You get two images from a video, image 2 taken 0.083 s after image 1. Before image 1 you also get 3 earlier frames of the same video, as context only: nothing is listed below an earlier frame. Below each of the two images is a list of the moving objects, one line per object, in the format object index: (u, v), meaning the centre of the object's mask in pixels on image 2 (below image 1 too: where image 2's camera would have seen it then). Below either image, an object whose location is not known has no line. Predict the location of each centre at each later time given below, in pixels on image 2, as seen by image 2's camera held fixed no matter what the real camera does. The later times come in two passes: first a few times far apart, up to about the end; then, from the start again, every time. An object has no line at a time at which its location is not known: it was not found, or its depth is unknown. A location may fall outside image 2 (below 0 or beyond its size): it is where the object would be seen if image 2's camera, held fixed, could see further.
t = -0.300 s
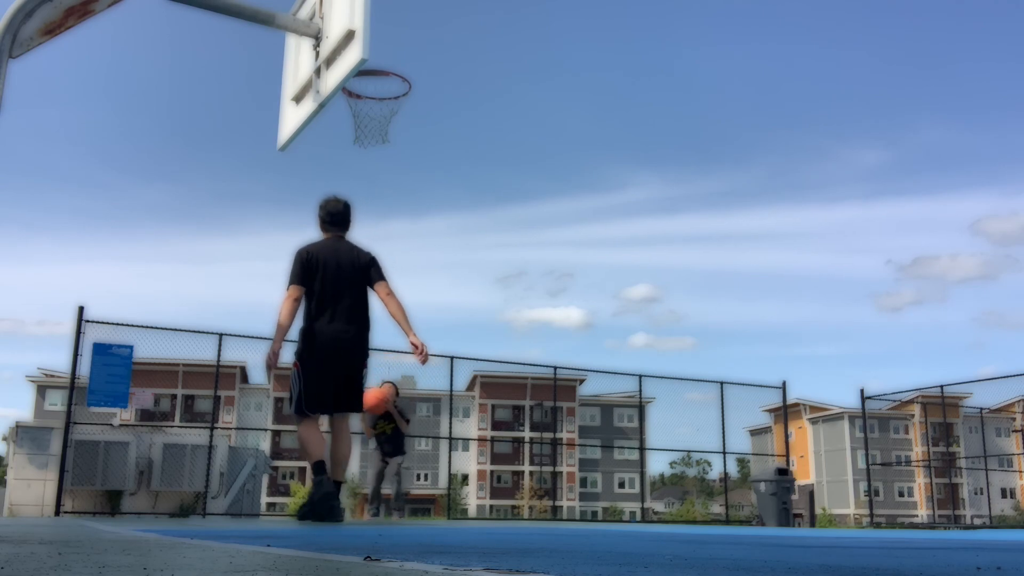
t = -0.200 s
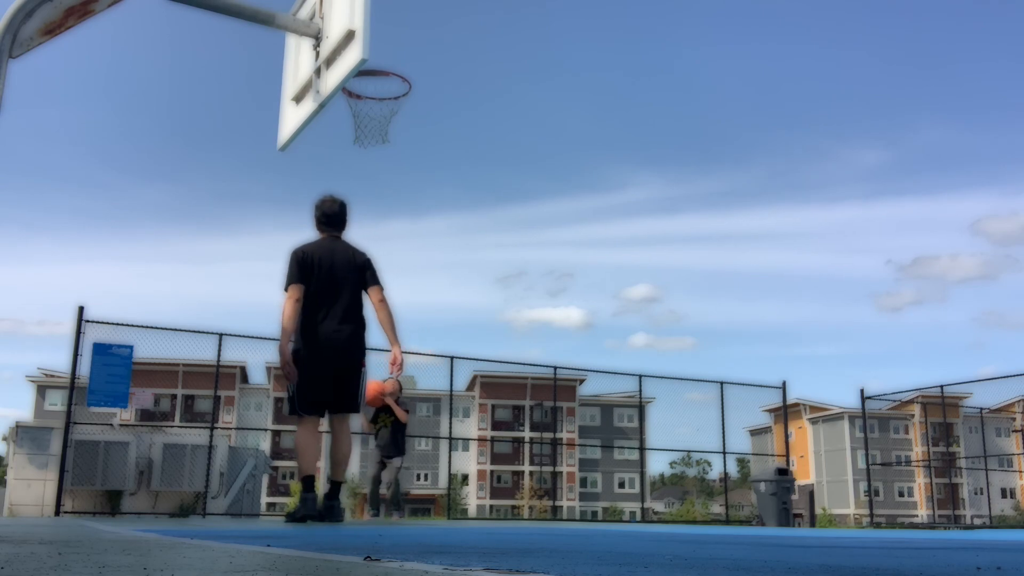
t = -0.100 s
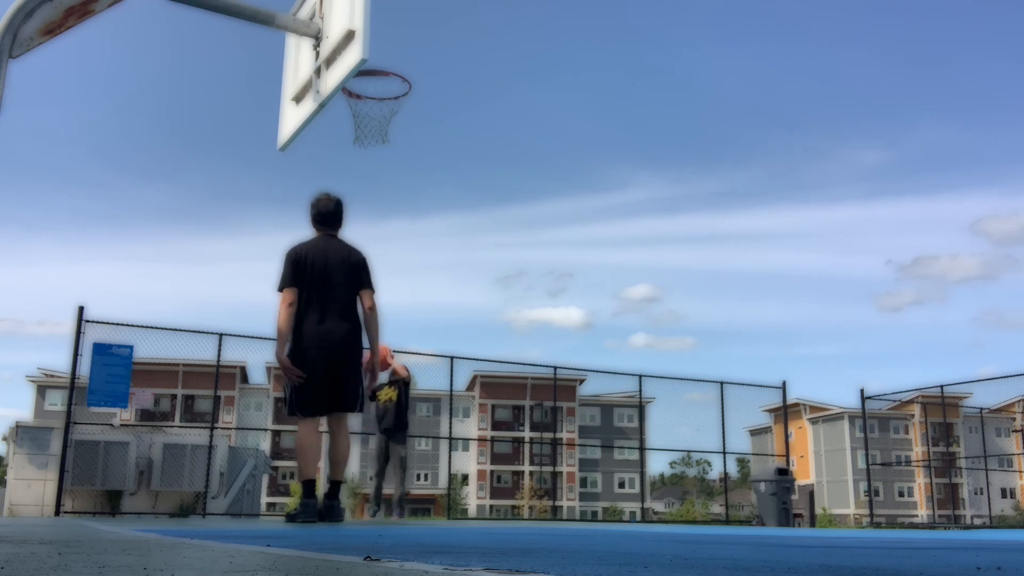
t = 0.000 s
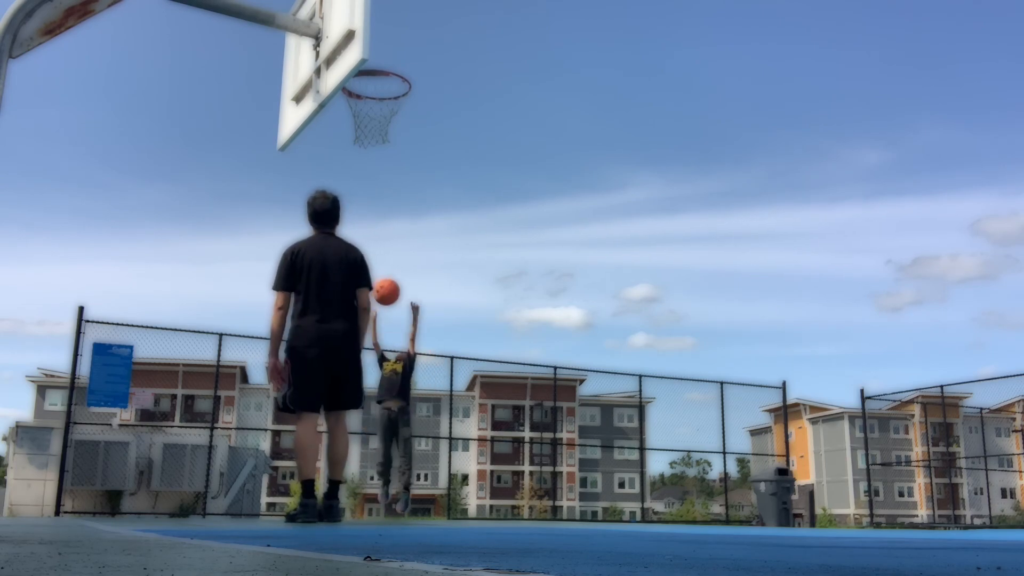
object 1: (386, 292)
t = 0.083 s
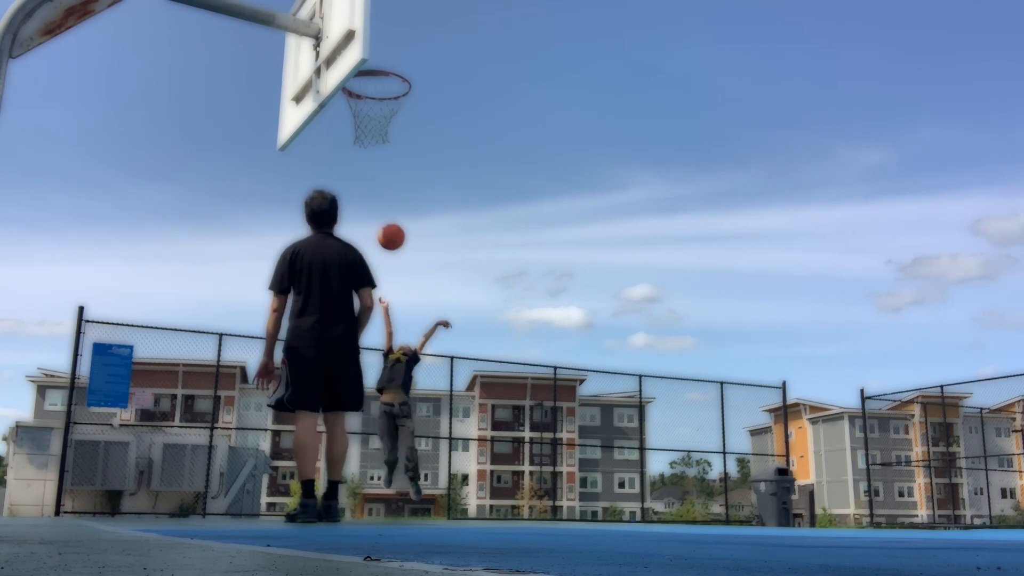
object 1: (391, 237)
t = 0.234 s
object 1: (399, 160)
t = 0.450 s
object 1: (408, 94)
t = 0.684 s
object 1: (416, 82)
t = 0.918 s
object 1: (420, 138)
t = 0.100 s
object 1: (392, 227)
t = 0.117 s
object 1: (393, 217)
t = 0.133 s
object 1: (394, 208)
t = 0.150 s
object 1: (395, 199)
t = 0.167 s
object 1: (396, 191)
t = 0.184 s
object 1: (396, 183)
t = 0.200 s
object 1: (397, 175)
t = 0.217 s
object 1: (398, 167)
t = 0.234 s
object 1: (399, 160)
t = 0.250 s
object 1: (400, 153)
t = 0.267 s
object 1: (401, 146)
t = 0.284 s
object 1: (402, 139)
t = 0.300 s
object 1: (402, 133)
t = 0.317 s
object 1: (403, 128)
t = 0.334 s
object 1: (404, 123)
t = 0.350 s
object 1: (404, 117)
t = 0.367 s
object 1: (405, 113)
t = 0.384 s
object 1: (406, 109)
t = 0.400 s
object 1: (406, 104)
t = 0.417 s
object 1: (407, 100)
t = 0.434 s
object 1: (407, 97)
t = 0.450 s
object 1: (408, 94)
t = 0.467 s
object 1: (409, 91)
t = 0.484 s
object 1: (409, 88)
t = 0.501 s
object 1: (410, 86)
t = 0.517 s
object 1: (410, 84)
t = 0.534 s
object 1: (411, 82)
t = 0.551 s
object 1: (411, 81)
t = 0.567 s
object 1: (412, 80)
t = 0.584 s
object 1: (412, 80)
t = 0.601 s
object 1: (413, 79)
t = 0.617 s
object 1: (413, 79)
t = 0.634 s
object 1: (414, 80)
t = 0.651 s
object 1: (414, 80)
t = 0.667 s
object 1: (415, 81)
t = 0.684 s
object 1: (416, 82)
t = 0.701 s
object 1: (417, 84)
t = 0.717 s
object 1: (418, 86)
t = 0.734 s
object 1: (417, 88)
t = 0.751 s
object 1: (418, 91)
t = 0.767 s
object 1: (419, 95)
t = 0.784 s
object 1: (419, 98)
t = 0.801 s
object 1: (419, 101)
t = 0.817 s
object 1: (419, 105)
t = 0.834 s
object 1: (419, 110)
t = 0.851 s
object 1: (419, 115)
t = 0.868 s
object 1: (419, 120)
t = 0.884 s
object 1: (420, 125)
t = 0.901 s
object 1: (420, 131)
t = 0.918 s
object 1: (420, 138)
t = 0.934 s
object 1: (421, 144)
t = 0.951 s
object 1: (421, 151)
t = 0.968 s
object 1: (421, 159)
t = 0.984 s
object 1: (421, 166)
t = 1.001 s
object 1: (422, 174)
